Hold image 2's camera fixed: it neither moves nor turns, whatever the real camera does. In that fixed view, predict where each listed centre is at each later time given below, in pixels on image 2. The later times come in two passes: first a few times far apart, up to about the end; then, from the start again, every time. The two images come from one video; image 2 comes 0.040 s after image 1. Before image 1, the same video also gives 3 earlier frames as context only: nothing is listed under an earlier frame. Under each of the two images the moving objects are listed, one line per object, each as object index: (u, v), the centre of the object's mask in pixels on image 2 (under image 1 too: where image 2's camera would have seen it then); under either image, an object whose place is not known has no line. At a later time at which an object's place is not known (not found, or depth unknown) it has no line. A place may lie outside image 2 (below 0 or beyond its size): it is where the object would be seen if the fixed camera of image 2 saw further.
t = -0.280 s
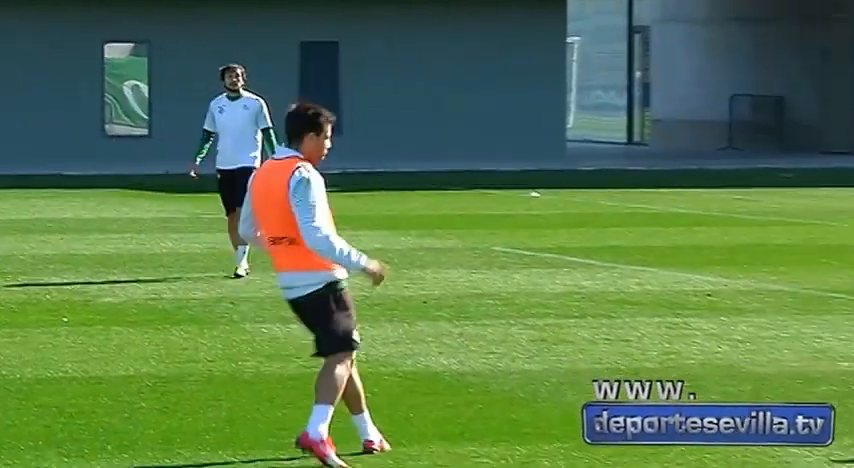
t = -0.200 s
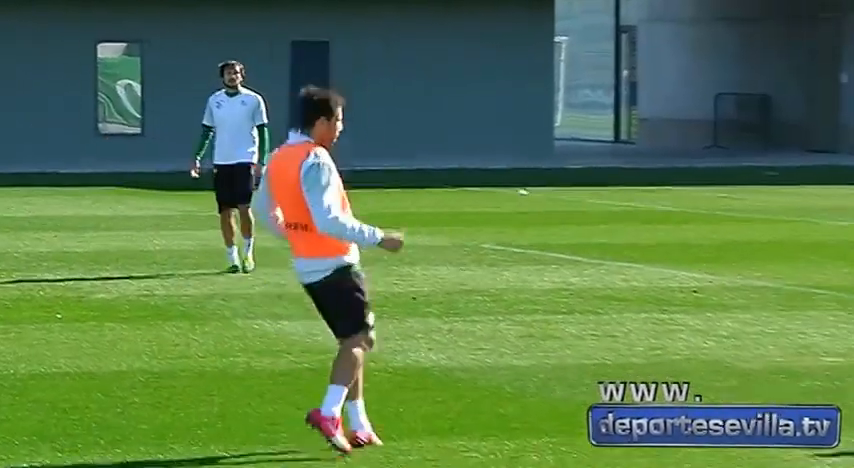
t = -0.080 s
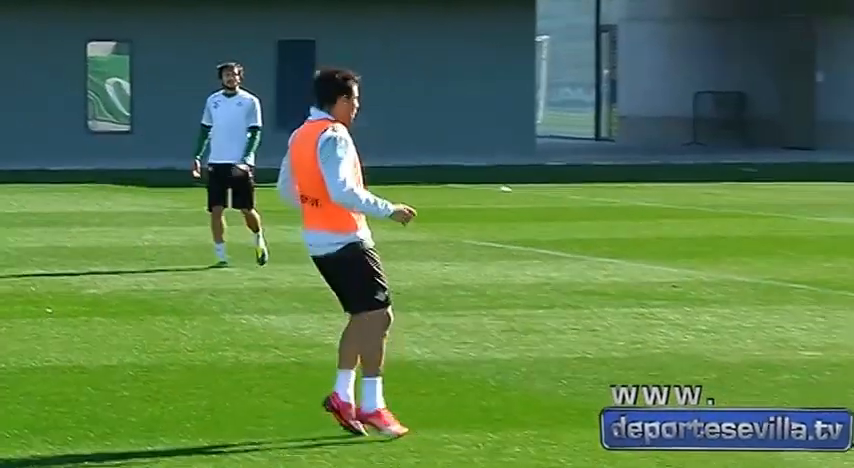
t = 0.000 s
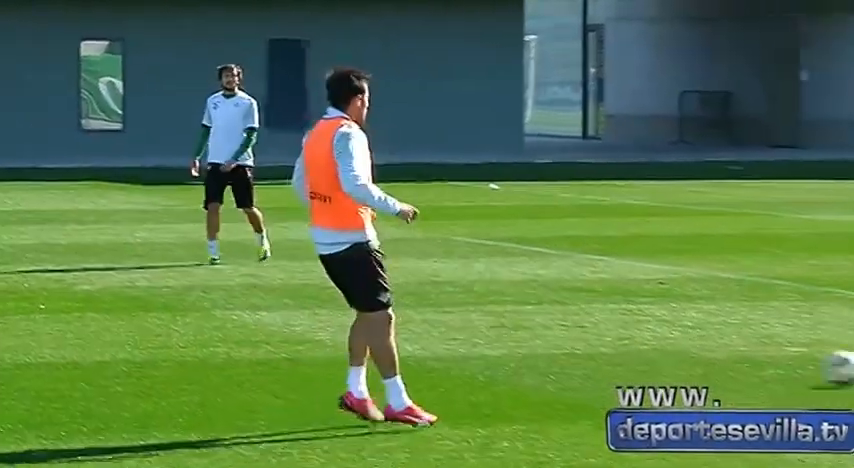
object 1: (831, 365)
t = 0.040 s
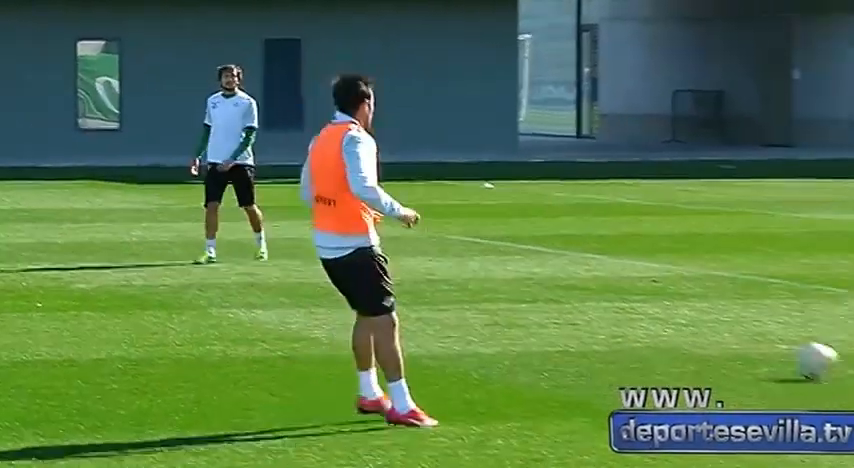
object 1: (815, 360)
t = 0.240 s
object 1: (719, 337)
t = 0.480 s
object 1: (628, 322)
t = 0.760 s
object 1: (542, 309)
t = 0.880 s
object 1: (512, 299)
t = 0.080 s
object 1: (795, 354)
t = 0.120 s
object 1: (775, 350)
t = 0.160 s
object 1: (755, 349)
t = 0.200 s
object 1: (737, 344)
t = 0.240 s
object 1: (719, 337)
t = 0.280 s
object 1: (702, 332)
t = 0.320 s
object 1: (686, 329)
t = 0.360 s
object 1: (671, 330)
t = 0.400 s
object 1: (654, 332)
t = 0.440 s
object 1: (642, 328)
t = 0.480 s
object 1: (628, 322)
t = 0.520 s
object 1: (614, 319)
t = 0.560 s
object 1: (601, 318)
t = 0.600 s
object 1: (588, 320)
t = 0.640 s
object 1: (576, 316)
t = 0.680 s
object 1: (564, 311)
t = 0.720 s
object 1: (554, 309)
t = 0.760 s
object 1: (542, 309)
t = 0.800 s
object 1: (531, 310)
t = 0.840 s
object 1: (521, 304)
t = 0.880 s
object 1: (512, 299)
